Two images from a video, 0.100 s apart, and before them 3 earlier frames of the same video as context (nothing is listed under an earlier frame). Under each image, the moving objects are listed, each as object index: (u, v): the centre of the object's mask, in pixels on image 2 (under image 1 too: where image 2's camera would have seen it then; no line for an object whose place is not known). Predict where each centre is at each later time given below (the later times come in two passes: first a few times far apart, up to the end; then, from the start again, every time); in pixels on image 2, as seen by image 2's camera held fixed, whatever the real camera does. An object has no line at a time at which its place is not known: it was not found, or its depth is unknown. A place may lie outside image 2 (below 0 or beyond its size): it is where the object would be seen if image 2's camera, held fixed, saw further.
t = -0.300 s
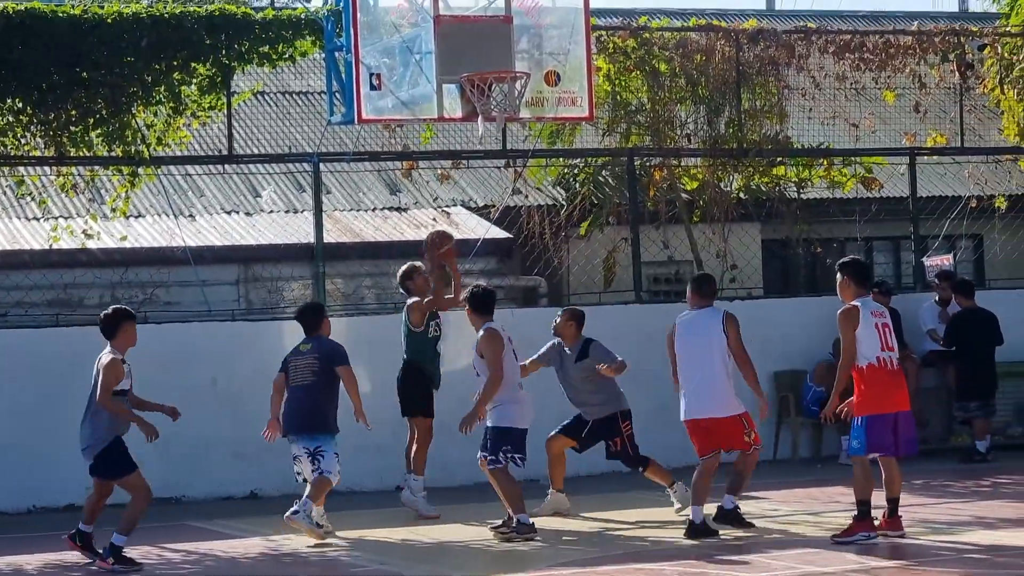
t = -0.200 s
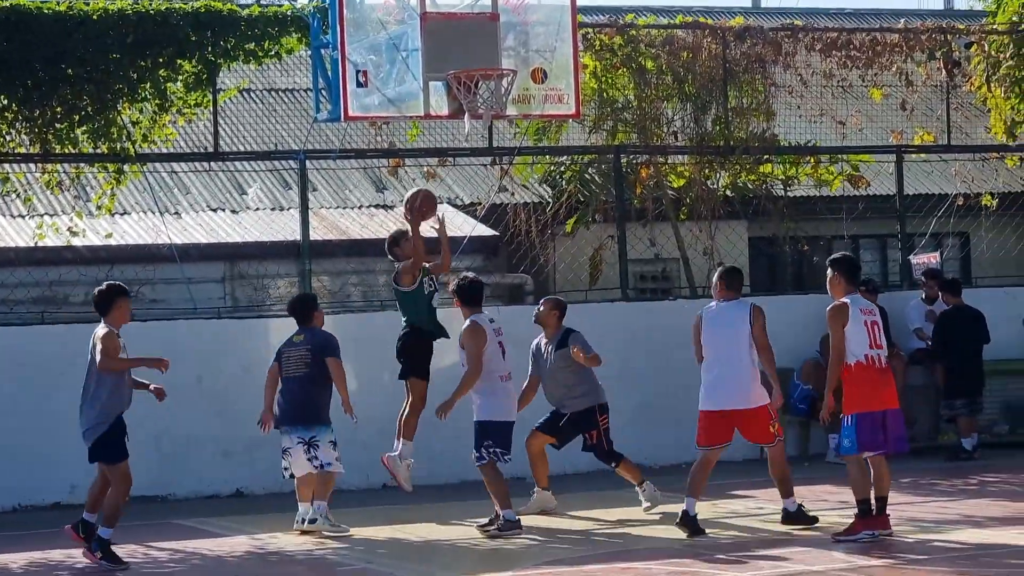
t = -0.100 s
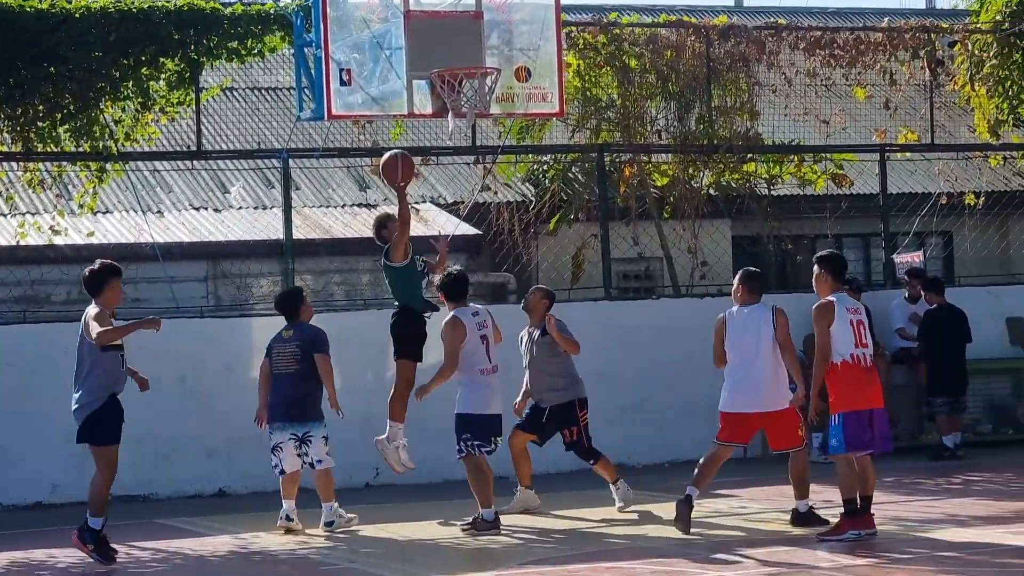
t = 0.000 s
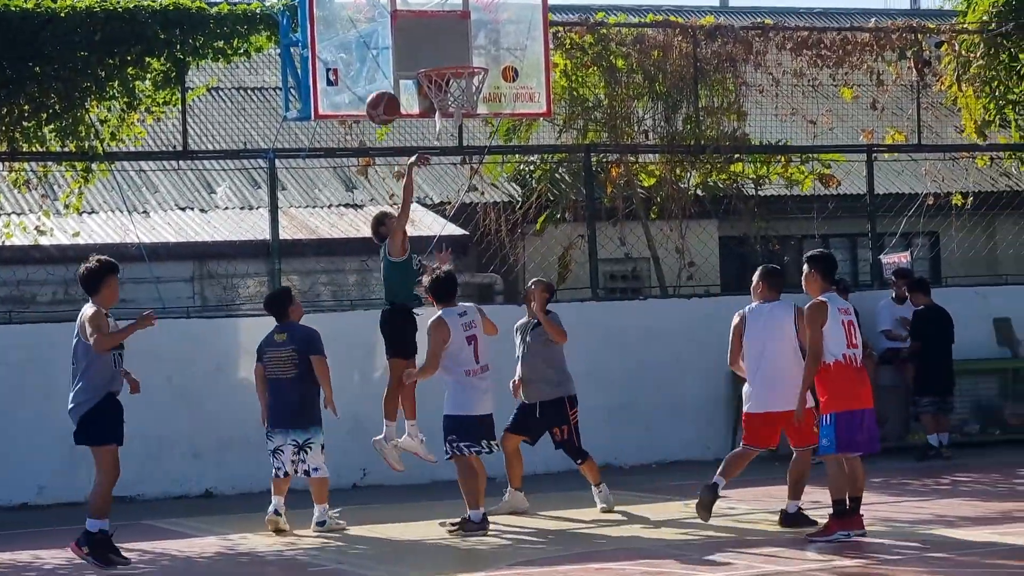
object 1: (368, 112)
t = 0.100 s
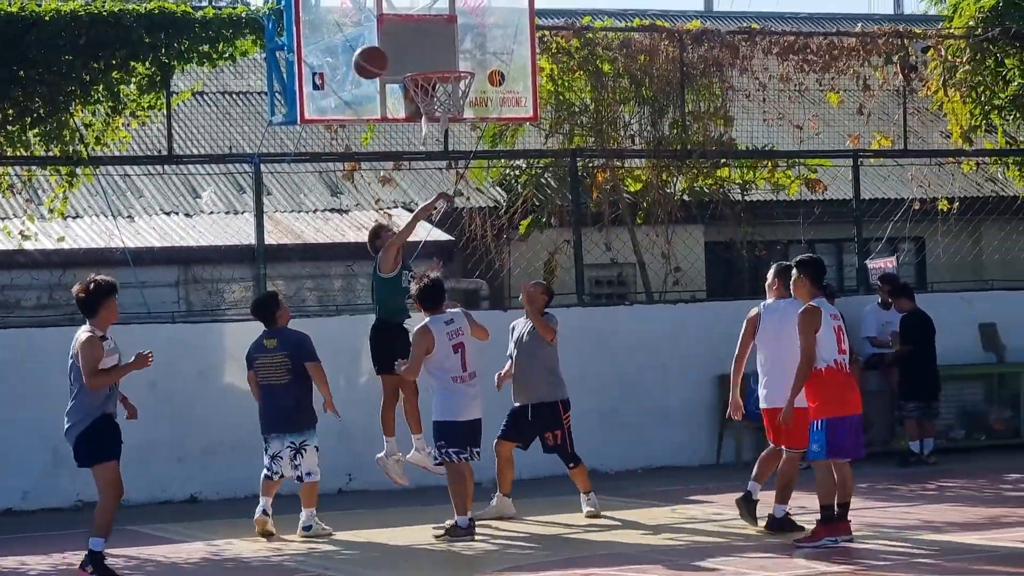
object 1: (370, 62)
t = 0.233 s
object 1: (372, 16)
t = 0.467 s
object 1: (377, -5)
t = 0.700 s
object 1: (386, 52)
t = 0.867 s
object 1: (394, 139)
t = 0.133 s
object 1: (370, 48)
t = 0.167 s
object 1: (371, 36)
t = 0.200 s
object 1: (371, 26)
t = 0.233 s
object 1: (372, 16)
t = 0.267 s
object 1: (373, 8)
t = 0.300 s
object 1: (374, 2)
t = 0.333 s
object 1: (374, -2)
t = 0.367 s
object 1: (375, -5)
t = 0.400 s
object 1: (376, -6)
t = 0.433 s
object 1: (377, -6)
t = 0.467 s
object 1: (377, -5)
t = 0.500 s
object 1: (378, -1)
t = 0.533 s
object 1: (380, 4)
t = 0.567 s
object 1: (381, 11)
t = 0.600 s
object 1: (382, 18)
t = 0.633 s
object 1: (383, 28)
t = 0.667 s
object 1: (384, 39)
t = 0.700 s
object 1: (386, 52)
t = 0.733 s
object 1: (388, 67)
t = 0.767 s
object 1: (389, 82)
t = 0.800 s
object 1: (390, 100)
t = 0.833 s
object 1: (392, 119)
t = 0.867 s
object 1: (394, 139)
